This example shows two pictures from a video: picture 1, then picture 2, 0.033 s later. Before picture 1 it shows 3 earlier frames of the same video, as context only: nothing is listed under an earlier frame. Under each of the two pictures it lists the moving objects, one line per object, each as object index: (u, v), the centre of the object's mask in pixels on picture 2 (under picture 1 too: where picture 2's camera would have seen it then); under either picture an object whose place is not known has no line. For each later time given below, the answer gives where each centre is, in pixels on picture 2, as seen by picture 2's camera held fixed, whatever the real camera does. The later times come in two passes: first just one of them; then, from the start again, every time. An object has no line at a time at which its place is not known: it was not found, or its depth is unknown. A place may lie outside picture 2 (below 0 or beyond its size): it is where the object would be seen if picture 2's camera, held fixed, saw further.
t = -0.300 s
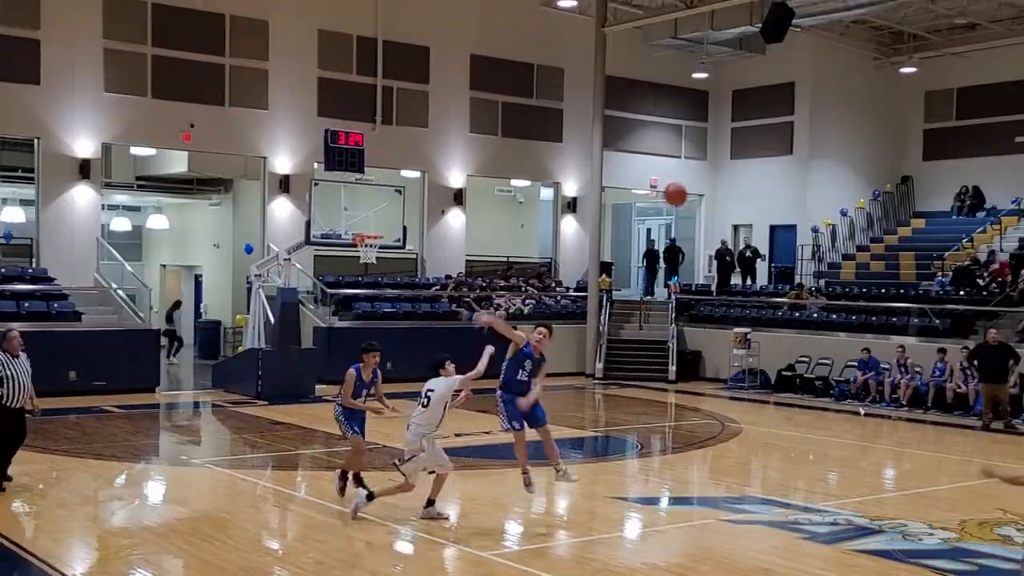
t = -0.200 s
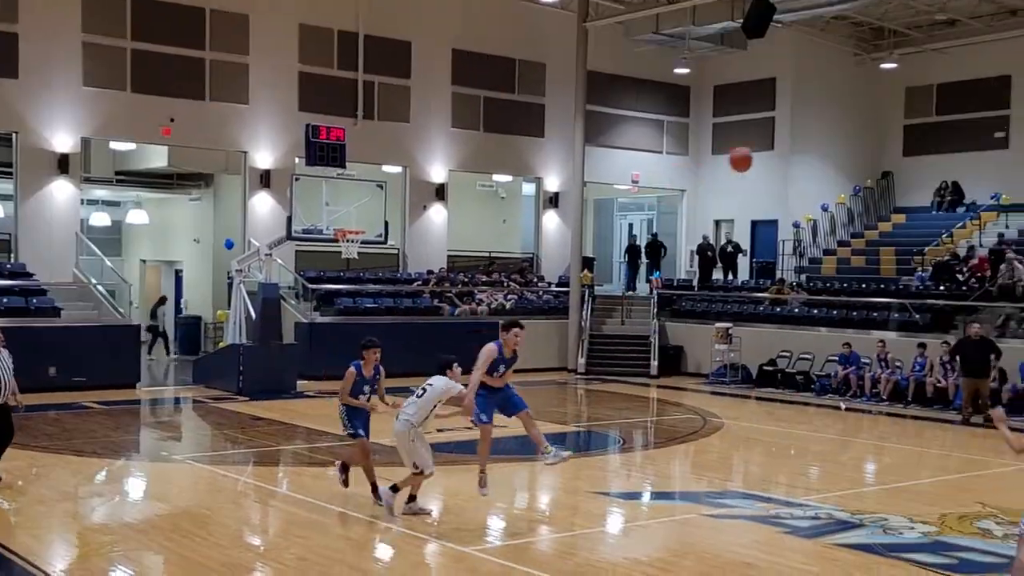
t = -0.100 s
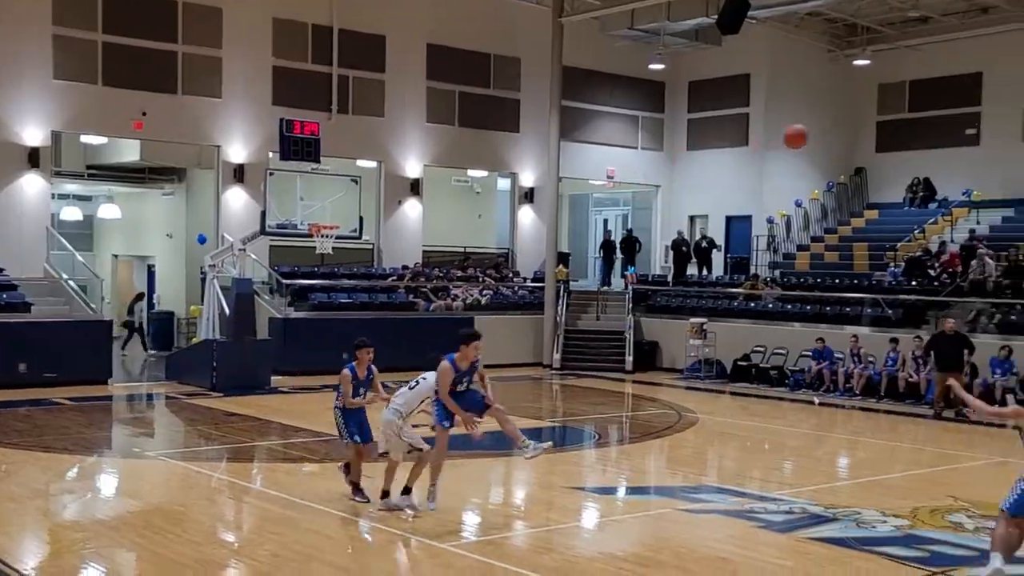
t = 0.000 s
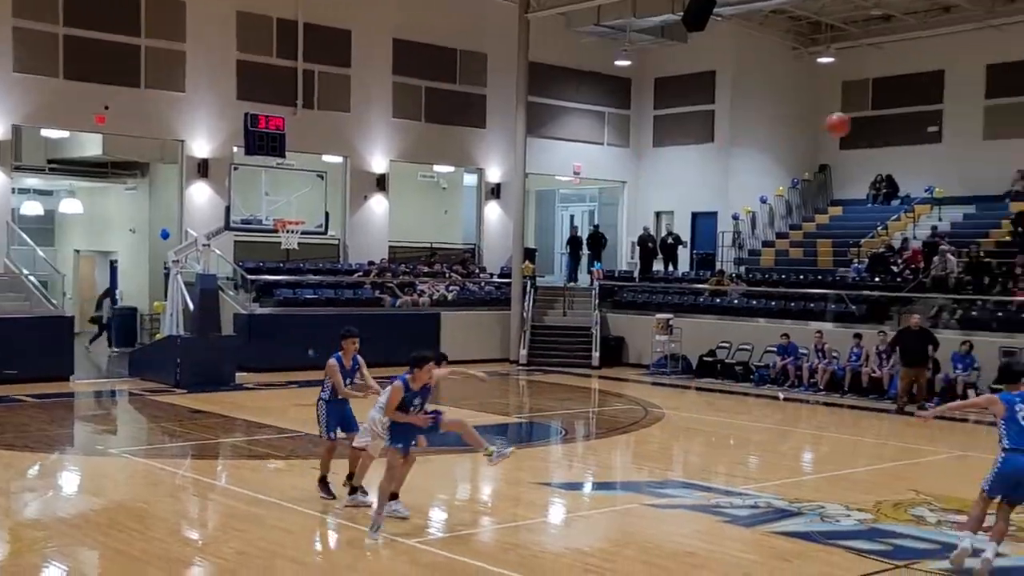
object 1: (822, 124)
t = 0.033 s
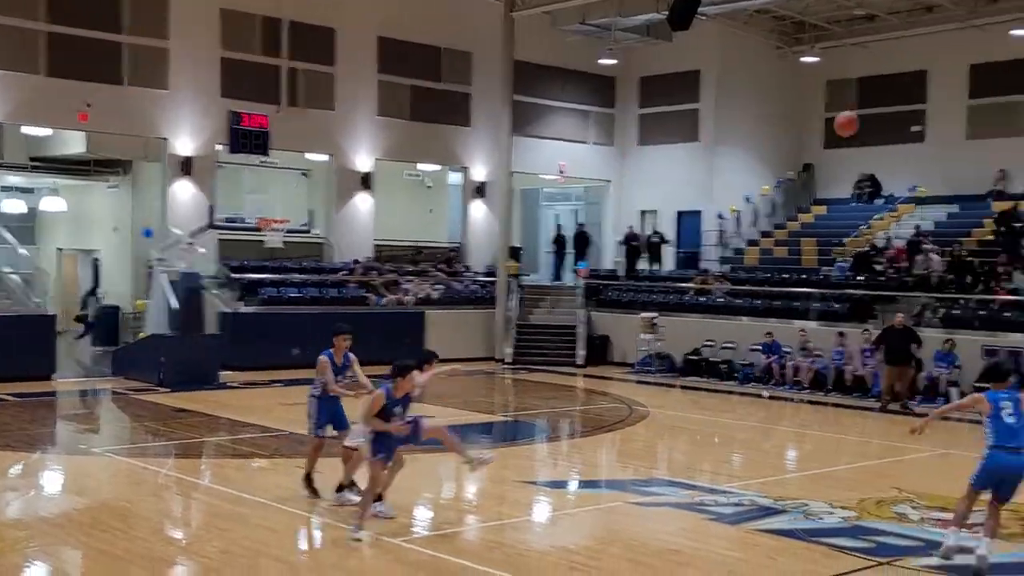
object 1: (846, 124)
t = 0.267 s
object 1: (1016, 145)
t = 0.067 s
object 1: (871, 124)
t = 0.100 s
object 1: (895, 125)
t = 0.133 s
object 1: (919, 127)
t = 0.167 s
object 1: (944, 130)
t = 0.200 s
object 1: (968, 134)
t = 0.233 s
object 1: (993, 139)
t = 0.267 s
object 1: (1016, 145)
